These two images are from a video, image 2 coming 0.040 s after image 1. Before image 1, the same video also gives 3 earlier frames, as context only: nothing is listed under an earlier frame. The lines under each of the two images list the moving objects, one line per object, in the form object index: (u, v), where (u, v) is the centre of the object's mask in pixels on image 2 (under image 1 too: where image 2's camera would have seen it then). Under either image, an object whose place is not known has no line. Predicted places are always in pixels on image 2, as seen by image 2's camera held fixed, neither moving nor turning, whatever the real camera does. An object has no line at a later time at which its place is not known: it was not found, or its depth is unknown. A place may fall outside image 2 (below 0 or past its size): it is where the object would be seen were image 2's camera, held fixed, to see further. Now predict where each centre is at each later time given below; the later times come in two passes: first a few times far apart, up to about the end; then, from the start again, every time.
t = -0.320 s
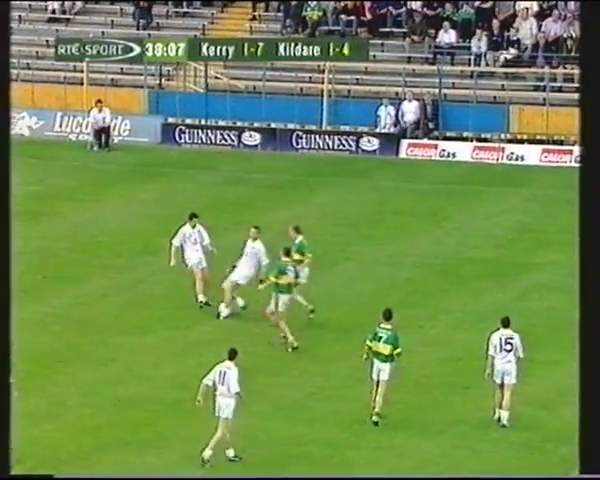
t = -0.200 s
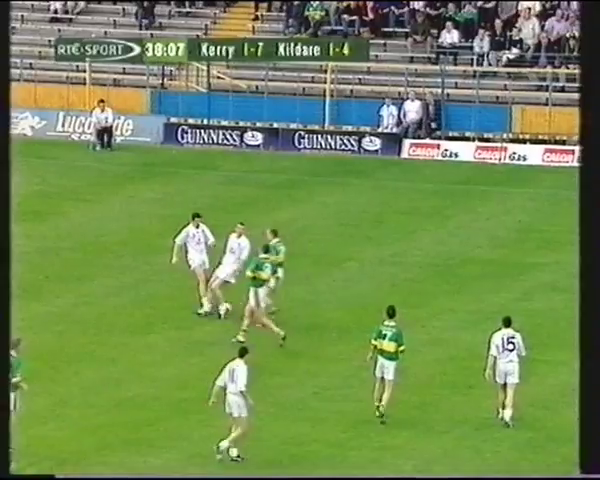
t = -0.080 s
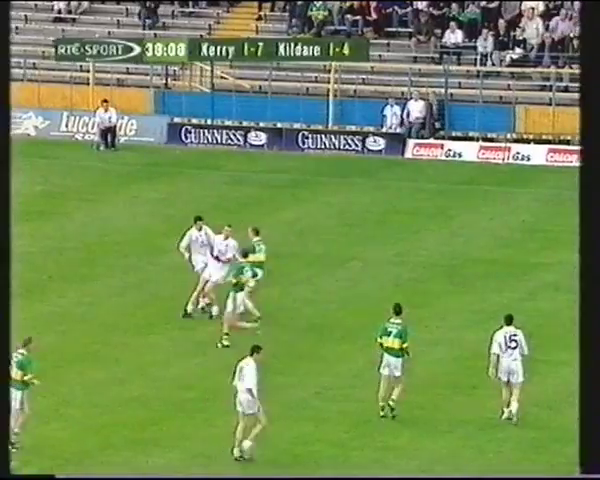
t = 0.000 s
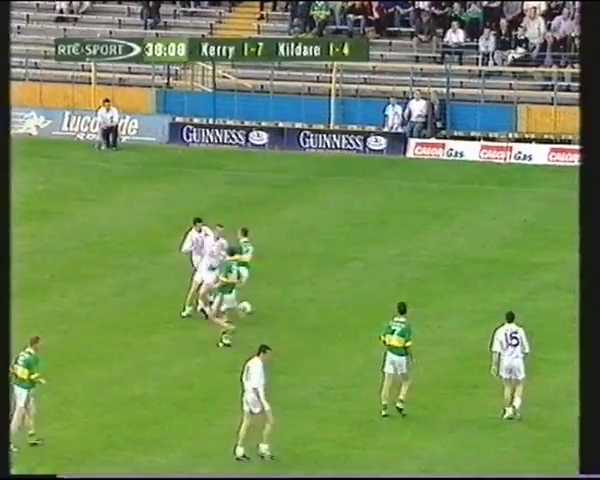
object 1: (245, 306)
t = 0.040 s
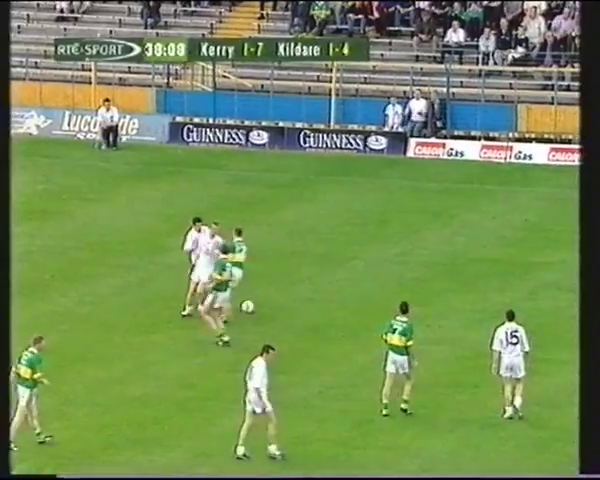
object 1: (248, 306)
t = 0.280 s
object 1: (261, 306)
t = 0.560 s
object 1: (272, 305)
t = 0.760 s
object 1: (278, 306)
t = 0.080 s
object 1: (250, 306)
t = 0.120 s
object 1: (252, 306)
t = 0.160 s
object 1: (254, 306)
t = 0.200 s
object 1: (257, 306)
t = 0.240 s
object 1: (259, 306)
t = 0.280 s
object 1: (261, 306)
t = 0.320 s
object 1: (262, 306)
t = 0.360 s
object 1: (264, 306)
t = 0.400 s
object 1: (266, 306)
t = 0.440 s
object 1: (268, 306)
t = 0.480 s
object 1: (269, 306)
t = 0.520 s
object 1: (270, 305)
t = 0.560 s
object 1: (272, 305)
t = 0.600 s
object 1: (273, 305)
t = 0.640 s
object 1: (275, 305)
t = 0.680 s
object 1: (276, 305)
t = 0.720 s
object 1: (277, 305)
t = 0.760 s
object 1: (278, 306)
